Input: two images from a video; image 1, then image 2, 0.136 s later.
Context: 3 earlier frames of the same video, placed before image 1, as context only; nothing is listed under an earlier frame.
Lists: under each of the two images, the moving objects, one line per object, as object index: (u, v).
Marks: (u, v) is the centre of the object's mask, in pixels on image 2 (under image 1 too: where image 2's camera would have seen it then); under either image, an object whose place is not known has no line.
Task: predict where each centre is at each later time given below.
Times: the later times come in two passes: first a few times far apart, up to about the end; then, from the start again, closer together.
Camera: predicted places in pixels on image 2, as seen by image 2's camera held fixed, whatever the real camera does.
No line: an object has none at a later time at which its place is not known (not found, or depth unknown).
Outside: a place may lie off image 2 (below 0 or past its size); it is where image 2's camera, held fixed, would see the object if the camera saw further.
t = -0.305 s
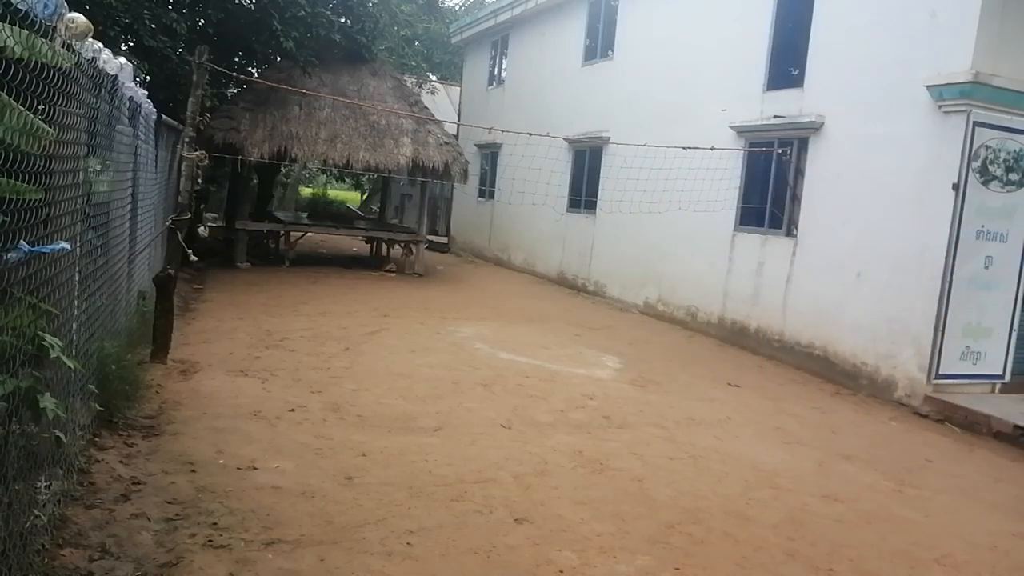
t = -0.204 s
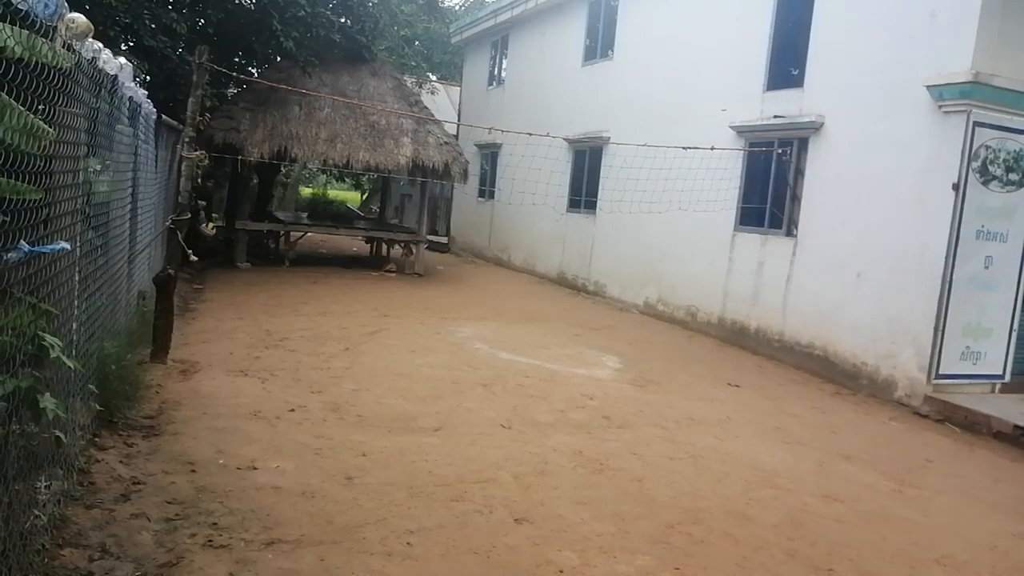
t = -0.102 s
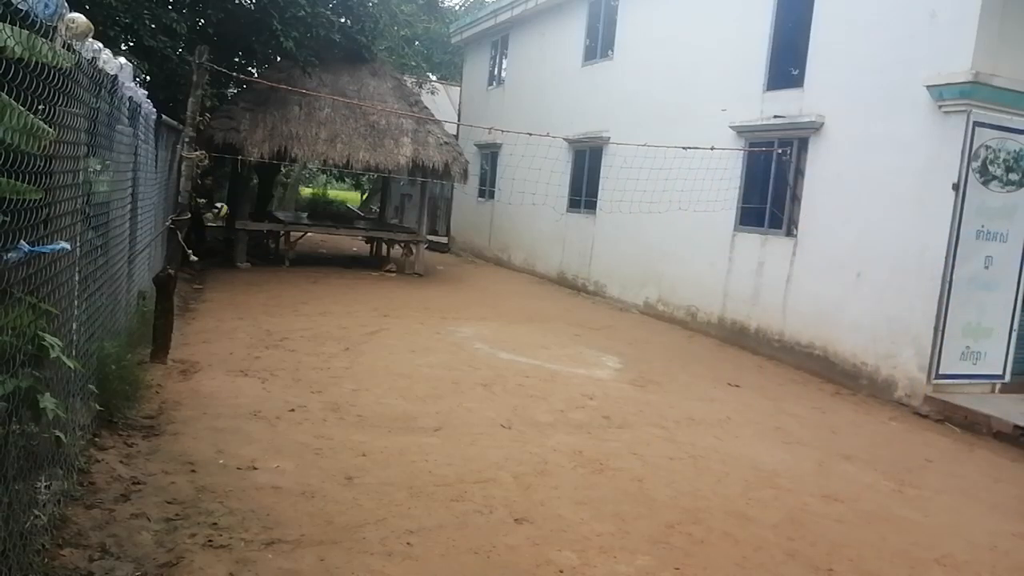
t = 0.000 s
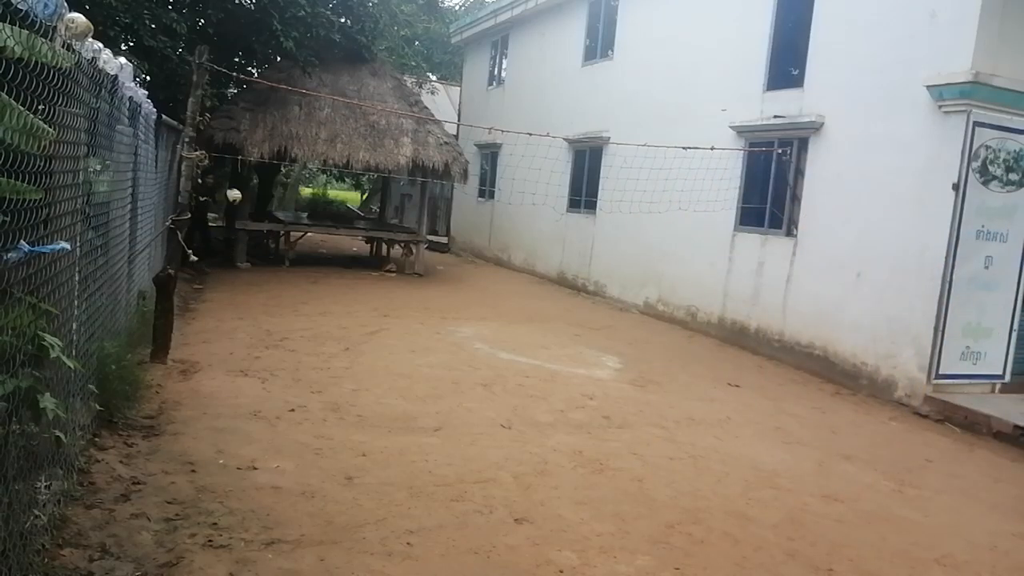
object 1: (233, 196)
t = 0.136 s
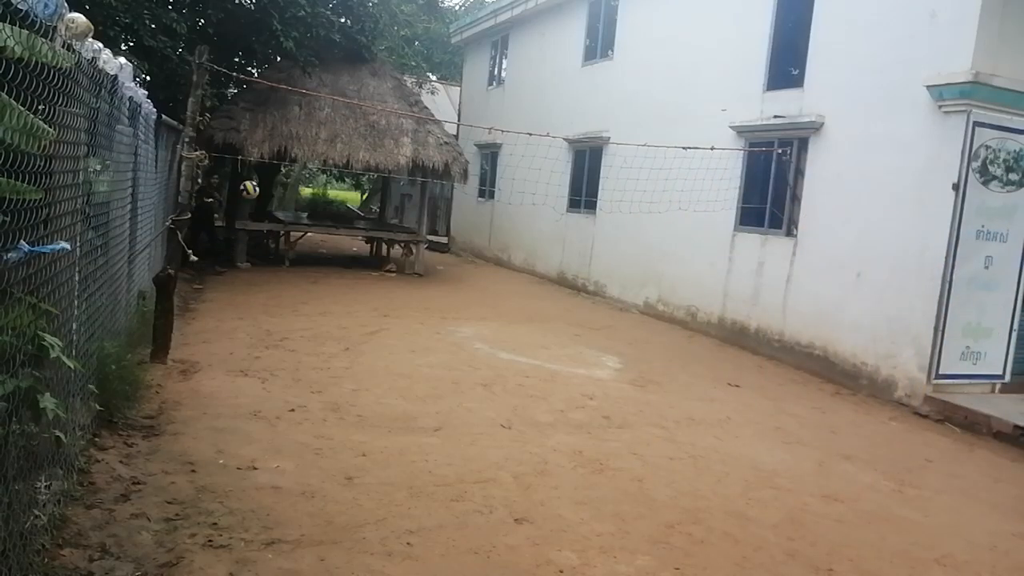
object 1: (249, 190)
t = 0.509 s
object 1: (301, 261)
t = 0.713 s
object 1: (332, 291)
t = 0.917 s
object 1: (369, 253)
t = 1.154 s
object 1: (410, 268)
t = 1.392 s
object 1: (452, 365)
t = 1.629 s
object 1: (513, 336)
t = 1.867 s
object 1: (580, 374)
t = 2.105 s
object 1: (662, 420)
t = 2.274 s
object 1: (735, 425)
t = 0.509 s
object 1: (301, 261)
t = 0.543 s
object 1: (306, 277)
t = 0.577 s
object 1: (311, 294)
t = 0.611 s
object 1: (316, 313)
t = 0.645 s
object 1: (321, 312)
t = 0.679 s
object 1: (327, 301)
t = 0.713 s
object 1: (332, 291)
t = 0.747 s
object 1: (338, 281)
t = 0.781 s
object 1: (344, 272)
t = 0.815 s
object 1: (350, 266)
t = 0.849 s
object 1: (356, 261)
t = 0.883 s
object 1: (363, 257)
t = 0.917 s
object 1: (369, 253)
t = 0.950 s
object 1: (374, 251)
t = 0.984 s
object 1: (380, 251)
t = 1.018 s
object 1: (386, 254)
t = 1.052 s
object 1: (392, 255)
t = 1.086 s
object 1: (398, 258)
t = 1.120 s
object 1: (405, 261)
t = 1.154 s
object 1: (410, 268)
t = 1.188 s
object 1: (416, 276)
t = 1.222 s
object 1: (422, 286)
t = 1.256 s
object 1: (429, 298)
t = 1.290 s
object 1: (434, 313)
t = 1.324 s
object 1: (440, 328)
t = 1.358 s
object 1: (446, 345)
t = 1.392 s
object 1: (452, 365)
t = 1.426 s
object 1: (458, 372)
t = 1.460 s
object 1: (468, 362)
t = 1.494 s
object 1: (477, 354)
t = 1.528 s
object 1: (485, 348)
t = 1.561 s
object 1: (495, 342)
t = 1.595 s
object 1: (504, 338)
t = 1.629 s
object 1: (513, 336)
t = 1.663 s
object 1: (522, 336)
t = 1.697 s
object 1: (532, 337)
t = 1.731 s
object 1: (542, 340)
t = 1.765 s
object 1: (551, 346)
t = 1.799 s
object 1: (561, 353)
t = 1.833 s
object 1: (571, 362)
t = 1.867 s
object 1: (580, 374)
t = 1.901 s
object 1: (590, 388)
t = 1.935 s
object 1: (601, 403)
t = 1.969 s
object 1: (611, 423)
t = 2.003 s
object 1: (622, 441)
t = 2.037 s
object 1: (635, 431)
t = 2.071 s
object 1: (648, 425)
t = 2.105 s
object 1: (662, 420)
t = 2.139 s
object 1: (676, 416)
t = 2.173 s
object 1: (691, 414)
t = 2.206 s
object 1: (706, 416)
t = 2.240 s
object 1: (720, 419)
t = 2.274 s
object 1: (735, 425)
